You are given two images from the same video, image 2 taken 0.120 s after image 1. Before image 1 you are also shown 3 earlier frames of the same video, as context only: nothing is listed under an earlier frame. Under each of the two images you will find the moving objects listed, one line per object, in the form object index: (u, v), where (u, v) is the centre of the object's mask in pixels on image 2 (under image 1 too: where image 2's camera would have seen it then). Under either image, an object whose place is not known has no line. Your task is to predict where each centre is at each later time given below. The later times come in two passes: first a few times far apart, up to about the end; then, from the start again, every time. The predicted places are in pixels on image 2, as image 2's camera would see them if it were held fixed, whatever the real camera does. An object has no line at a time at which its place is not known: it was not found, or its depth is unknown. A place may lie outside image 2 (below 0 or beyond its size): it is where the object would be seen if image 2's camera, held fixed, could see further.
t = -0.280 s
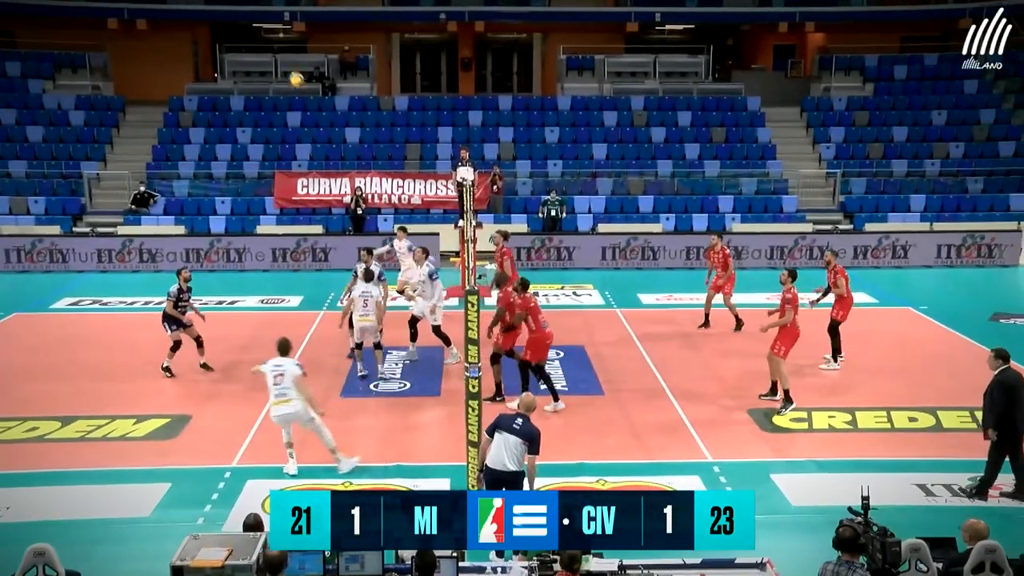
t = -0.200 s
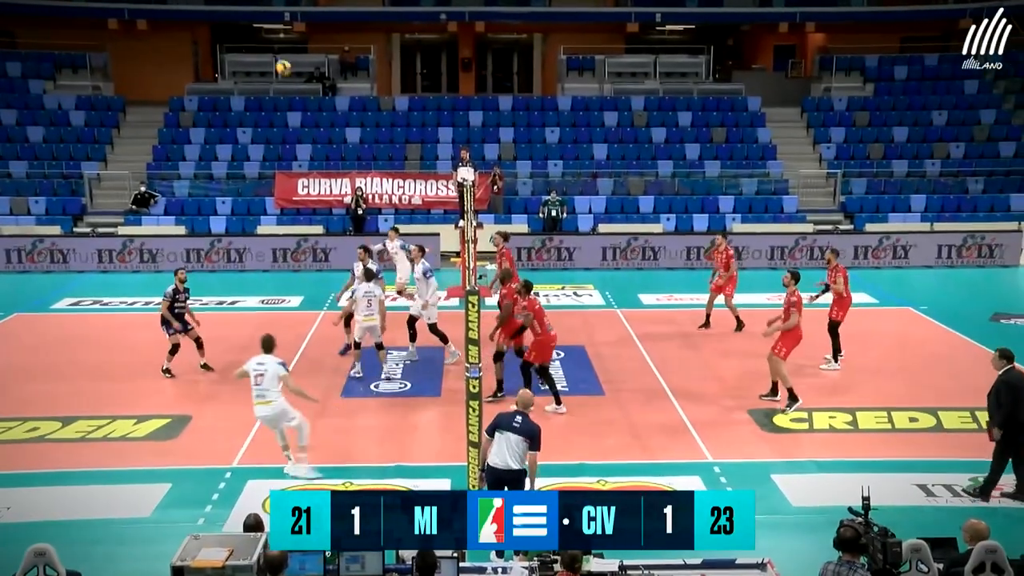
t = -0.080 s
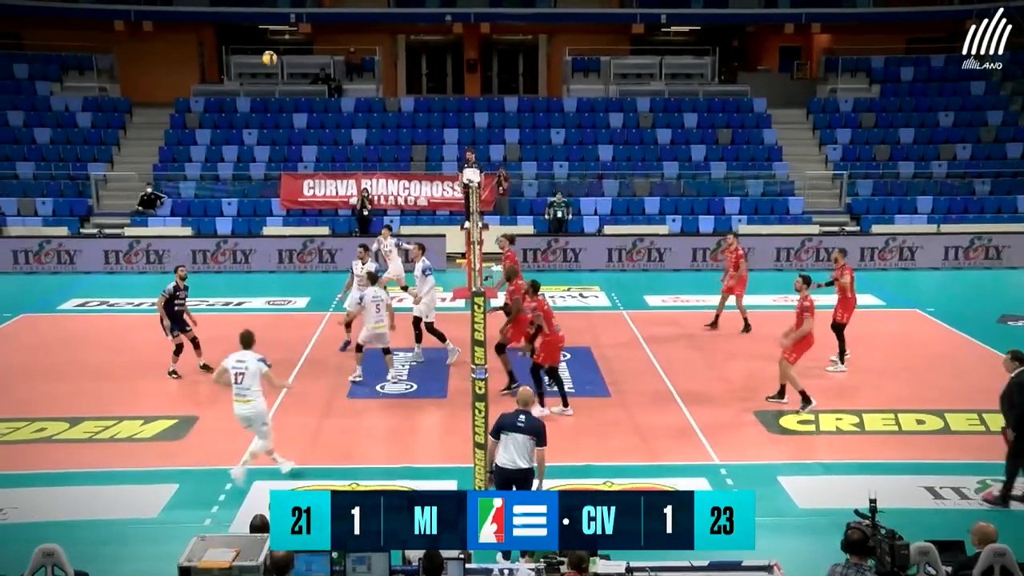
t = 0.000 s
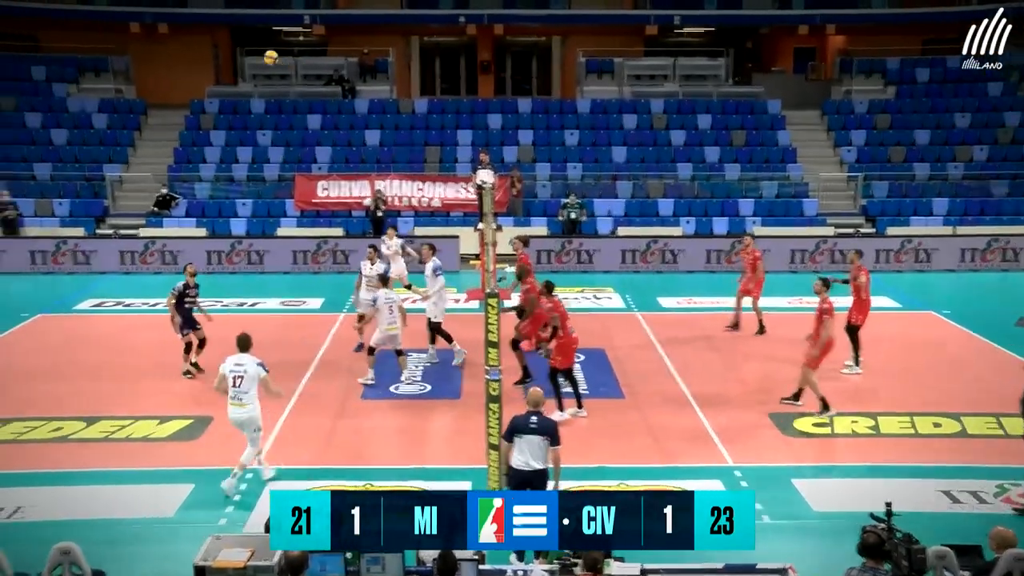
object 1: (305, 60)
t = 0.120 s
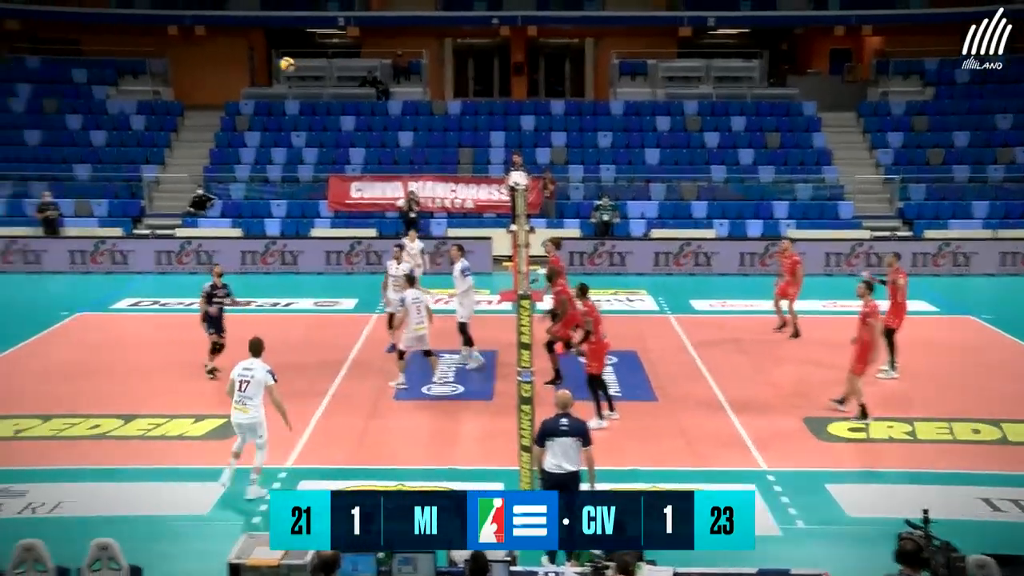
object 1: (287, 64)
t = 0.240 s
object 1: (270, 78)
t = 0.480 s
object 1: (239, 134)
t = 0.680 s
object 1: (214, 205)
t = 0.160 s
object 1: (281, 68)
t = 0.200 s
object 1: (276, 73)
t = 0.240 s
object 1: (270, 78)
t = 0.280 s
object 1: (265, 85)
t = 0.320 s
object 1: (259, 93)
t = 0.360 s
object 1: (254, 101)
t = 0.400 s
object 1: (249, 111)
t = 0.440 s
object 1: (243, 123)
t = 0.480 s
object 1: (239, 134)
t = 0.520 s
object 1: (233, 147)
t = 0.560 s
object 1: (228, 160)
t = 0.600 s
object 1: (223, 175)
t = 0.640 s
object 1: (219, 189)
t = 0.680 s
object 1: (214, 205)
